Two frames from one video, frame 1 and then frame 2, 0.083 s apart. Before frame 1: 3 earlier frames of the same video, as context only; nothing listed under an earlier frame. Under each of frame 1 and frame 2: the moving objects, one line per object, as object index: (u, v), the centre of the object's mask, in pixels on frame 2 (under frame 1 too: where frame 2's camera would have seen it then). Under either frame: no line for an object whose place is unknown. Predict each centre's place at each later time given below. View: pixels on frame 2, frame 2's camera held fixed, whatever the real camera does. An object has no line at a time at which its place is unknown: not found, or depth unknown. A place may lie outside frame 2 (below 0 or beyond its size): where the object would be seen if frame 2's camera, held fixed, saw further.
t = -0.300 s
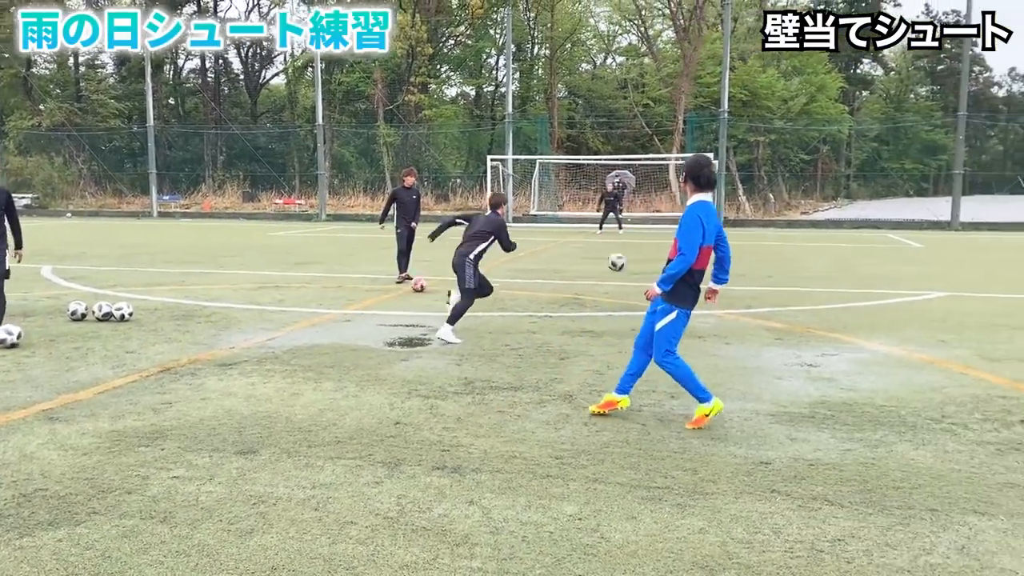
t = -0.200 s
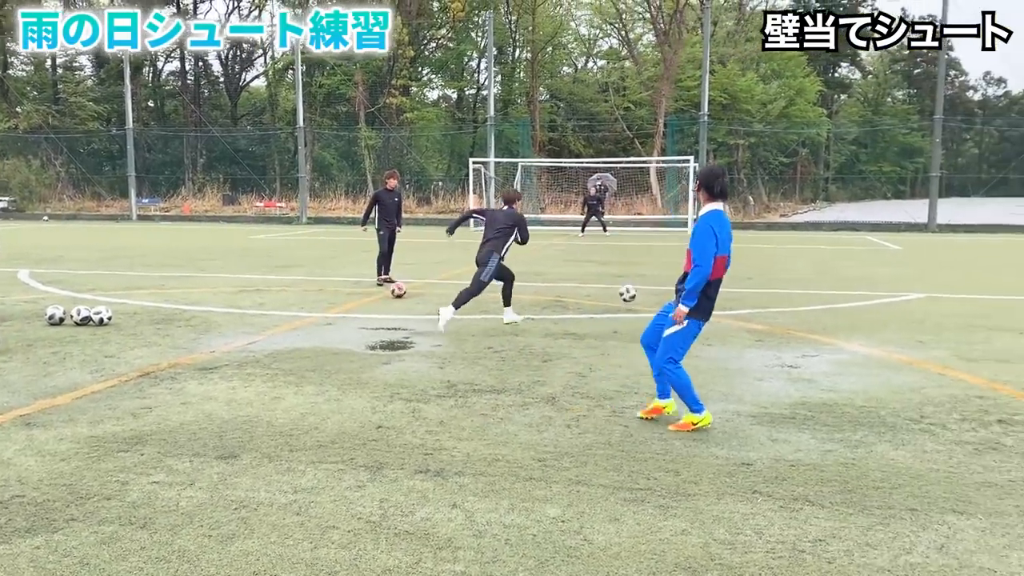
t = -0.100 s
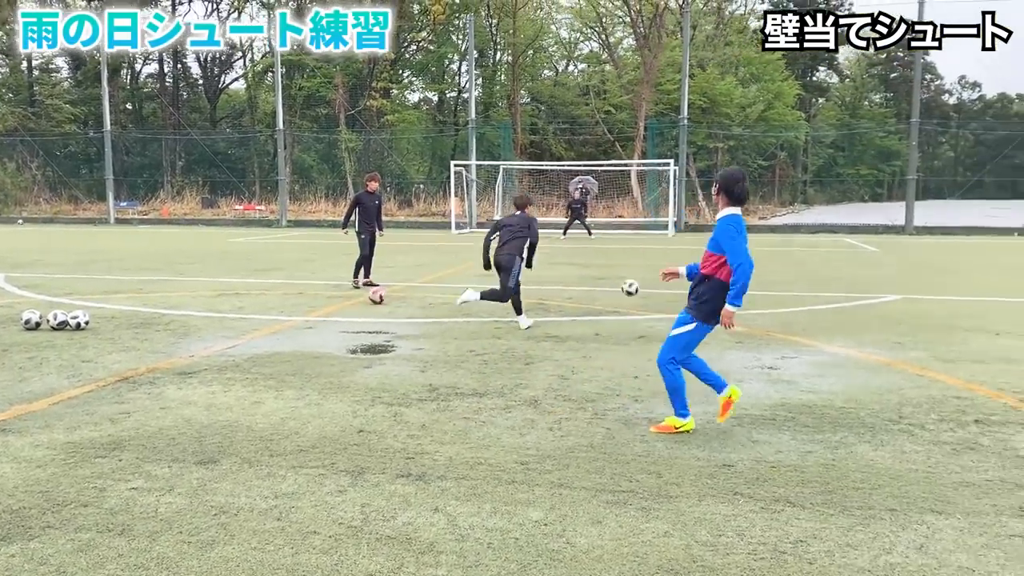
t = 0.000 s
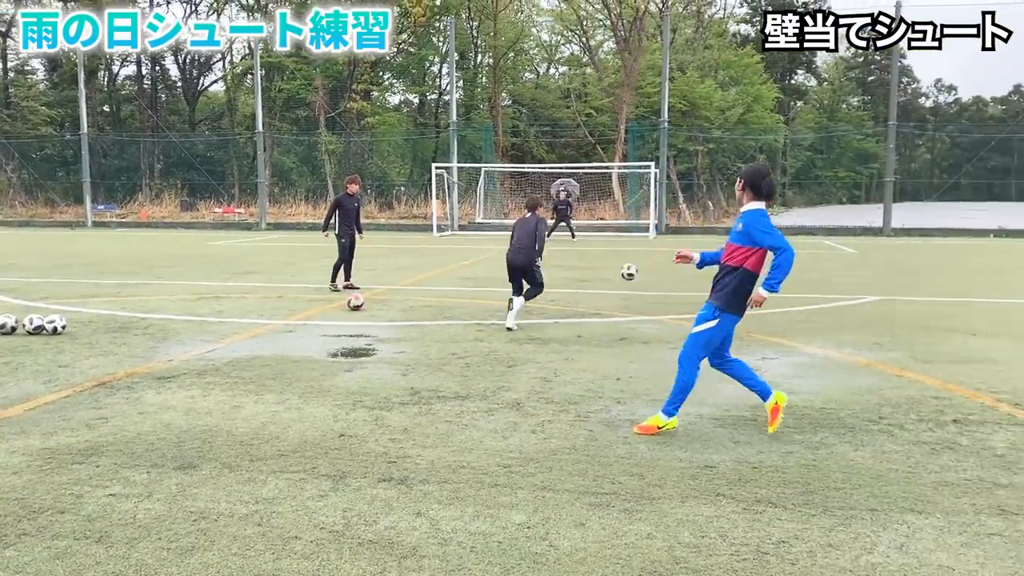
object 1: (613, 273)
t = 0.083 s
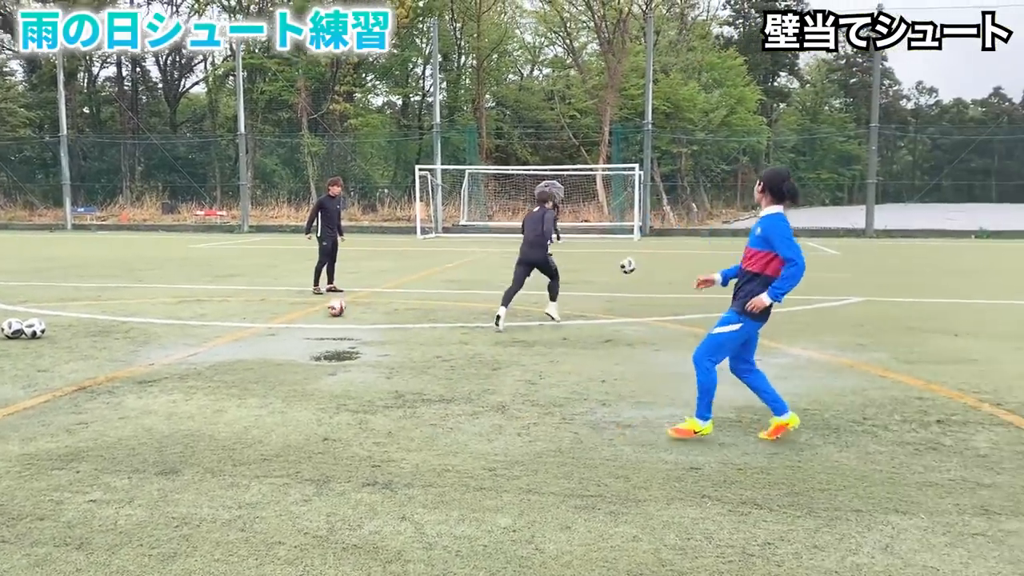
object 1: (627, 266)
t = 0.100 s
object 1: (630, 264)
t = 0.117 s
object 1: (632, 263)
